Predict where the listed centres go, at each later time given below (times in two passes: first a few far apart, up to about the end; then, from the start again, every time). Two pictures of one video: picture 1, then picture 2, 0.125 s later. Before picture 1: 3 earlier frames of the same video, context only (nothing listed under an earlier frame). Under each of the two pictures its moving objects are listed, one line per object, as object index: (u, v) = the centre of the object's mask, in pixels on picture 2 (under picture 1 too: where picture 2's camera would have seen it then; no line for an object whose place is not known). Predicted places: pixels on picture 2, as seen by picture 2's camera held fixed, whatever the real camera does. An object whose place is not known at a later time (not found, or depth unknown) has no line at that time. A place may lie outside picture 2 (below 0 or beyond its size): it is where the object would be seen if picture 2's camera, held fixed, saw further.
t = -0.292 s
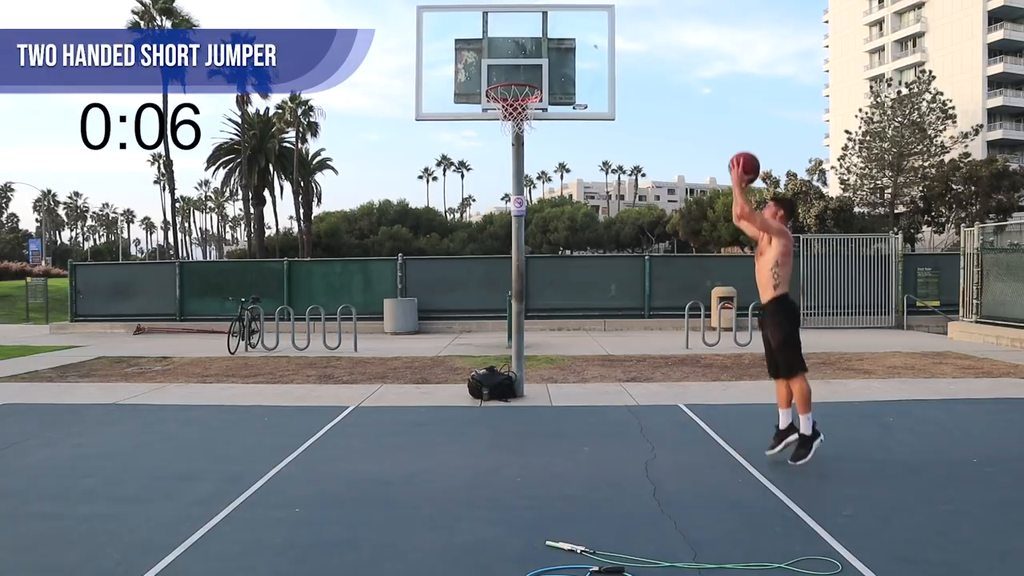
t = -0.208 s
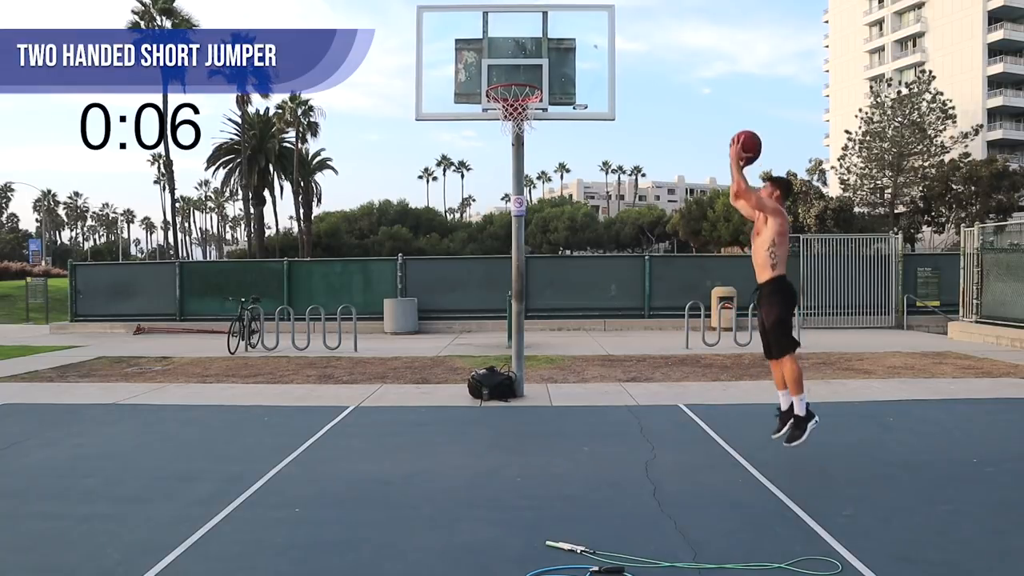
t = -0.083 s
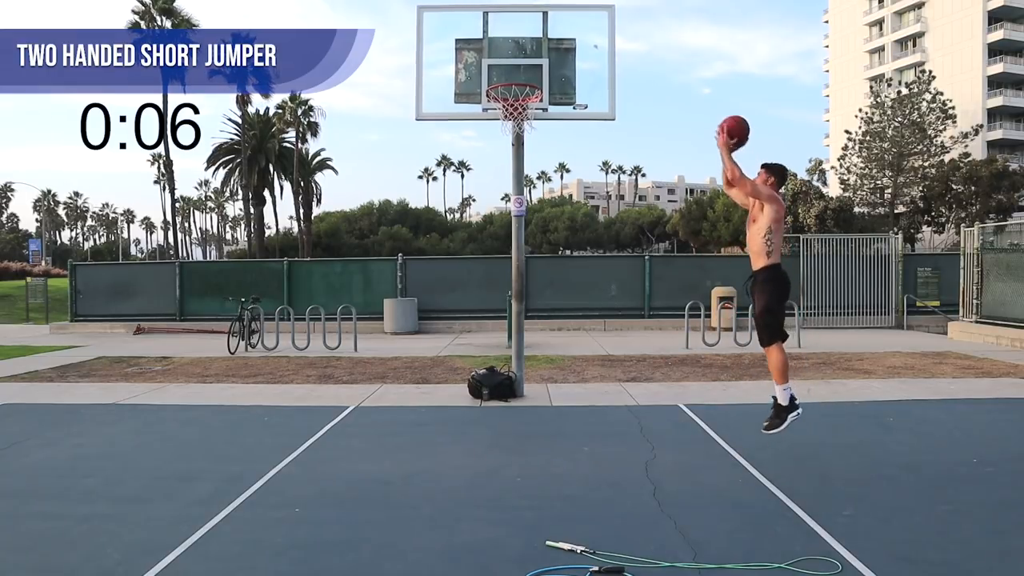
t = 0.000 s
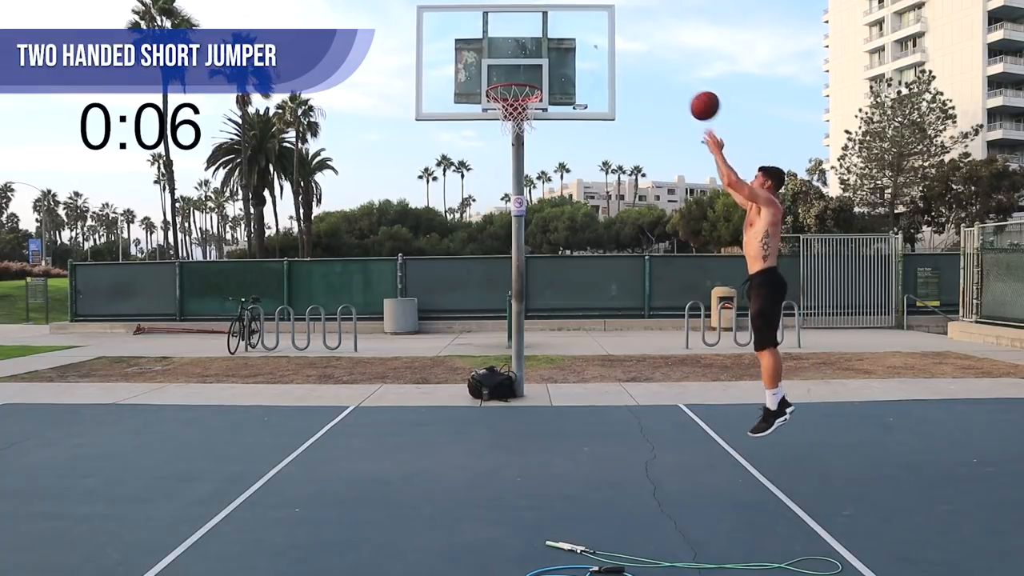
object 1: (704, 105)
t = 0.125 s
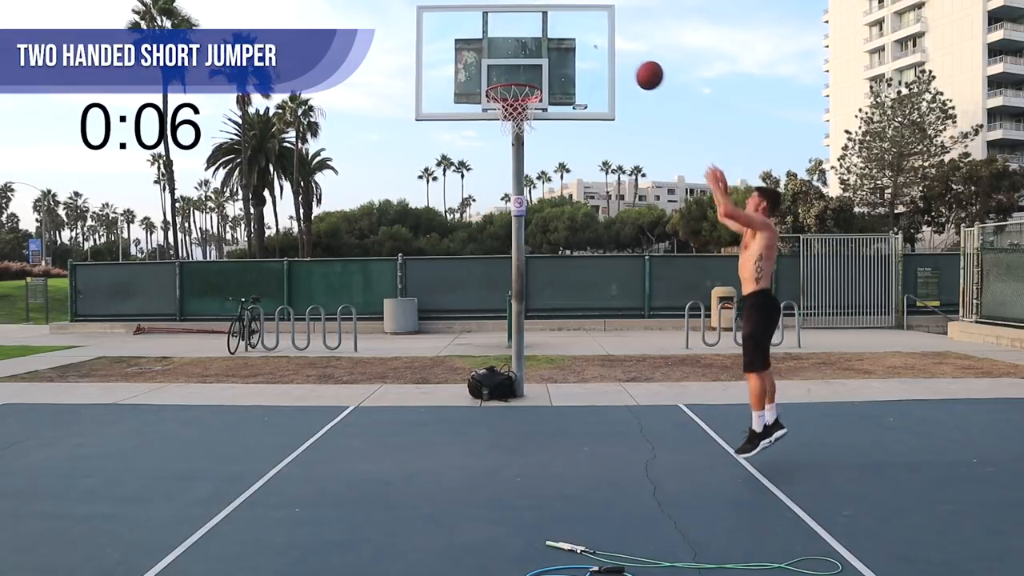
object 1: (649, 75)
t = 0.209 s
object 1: (615, 66)
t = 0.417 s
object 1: (541, 76)
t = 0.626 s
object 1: (499, 99)
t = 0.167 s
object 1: (632, 69)
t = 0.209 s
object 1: (615, 66)
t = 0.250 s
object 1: (599, 65)
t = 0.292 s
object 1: (583, 65)
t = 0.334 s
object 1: (567, 68)
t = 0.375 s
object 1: (552, 72)
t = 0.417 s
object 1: (541, 76)
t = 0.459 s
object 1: (534, 77)
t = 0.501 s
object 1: (525, 80)
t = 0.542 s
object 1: (515, 86)
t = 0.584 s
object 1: (510, 92)
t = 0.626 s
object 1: (499, 99)
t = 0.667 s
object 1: (496, 110)
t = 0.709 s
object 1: (504, 109)
